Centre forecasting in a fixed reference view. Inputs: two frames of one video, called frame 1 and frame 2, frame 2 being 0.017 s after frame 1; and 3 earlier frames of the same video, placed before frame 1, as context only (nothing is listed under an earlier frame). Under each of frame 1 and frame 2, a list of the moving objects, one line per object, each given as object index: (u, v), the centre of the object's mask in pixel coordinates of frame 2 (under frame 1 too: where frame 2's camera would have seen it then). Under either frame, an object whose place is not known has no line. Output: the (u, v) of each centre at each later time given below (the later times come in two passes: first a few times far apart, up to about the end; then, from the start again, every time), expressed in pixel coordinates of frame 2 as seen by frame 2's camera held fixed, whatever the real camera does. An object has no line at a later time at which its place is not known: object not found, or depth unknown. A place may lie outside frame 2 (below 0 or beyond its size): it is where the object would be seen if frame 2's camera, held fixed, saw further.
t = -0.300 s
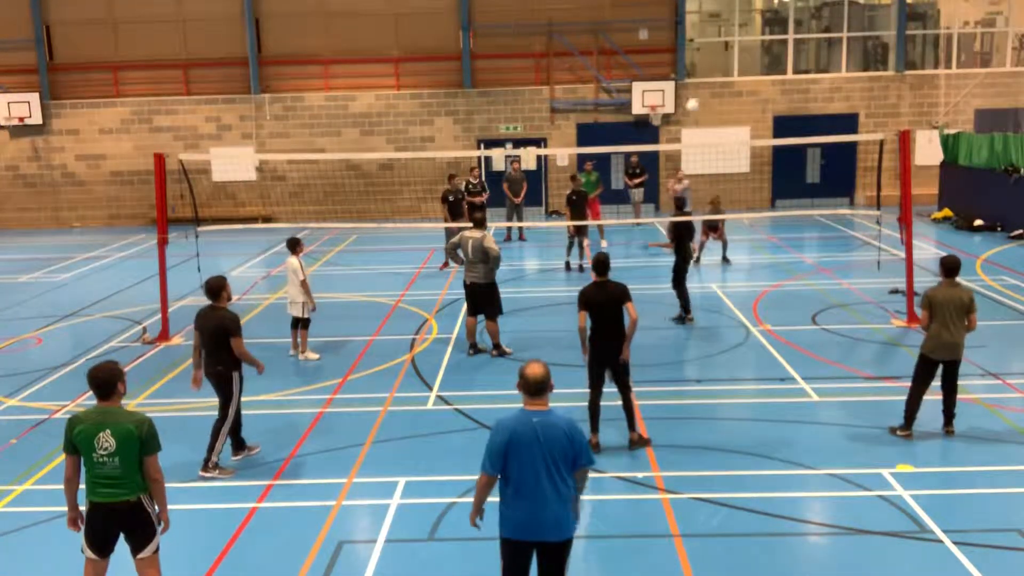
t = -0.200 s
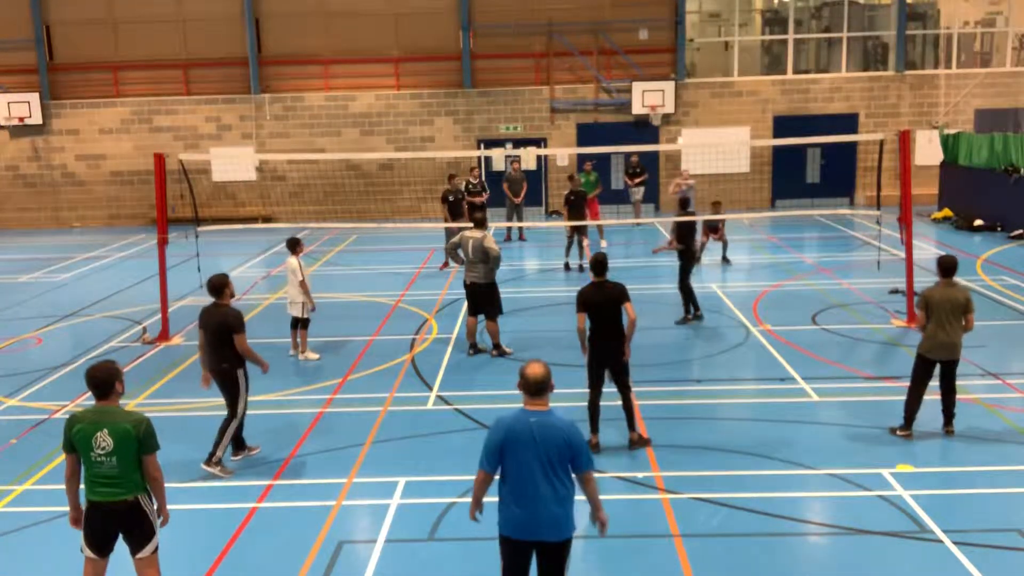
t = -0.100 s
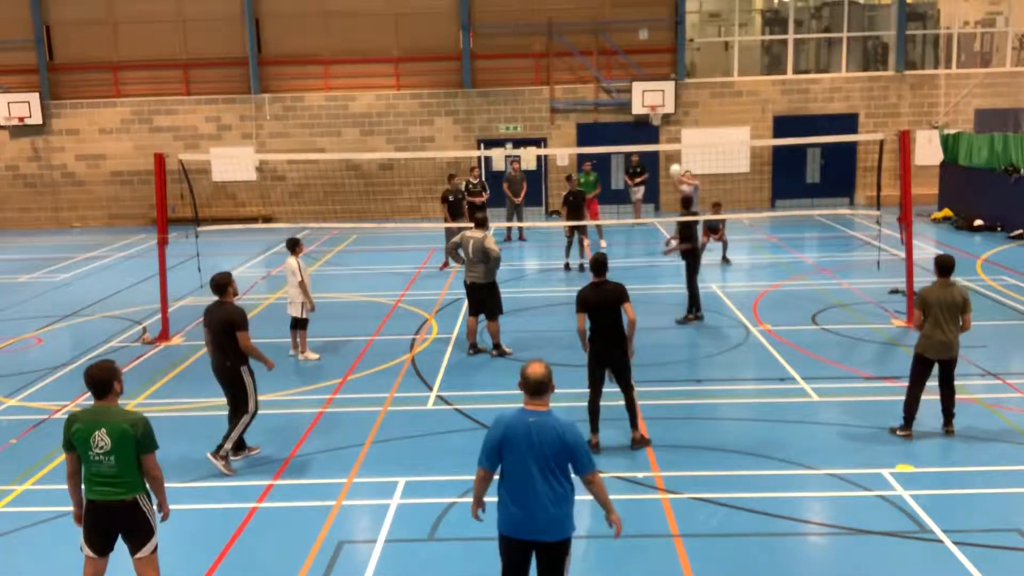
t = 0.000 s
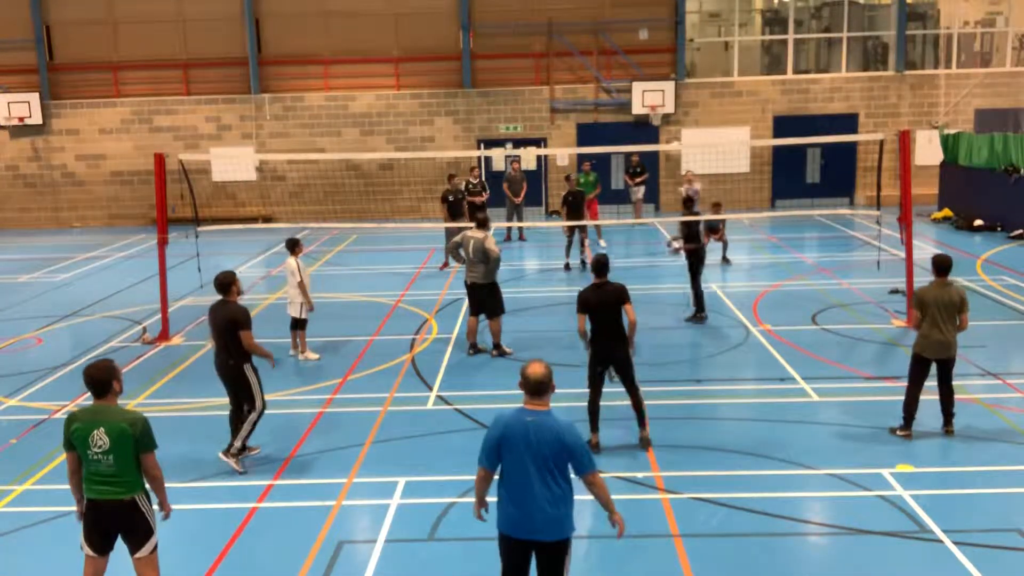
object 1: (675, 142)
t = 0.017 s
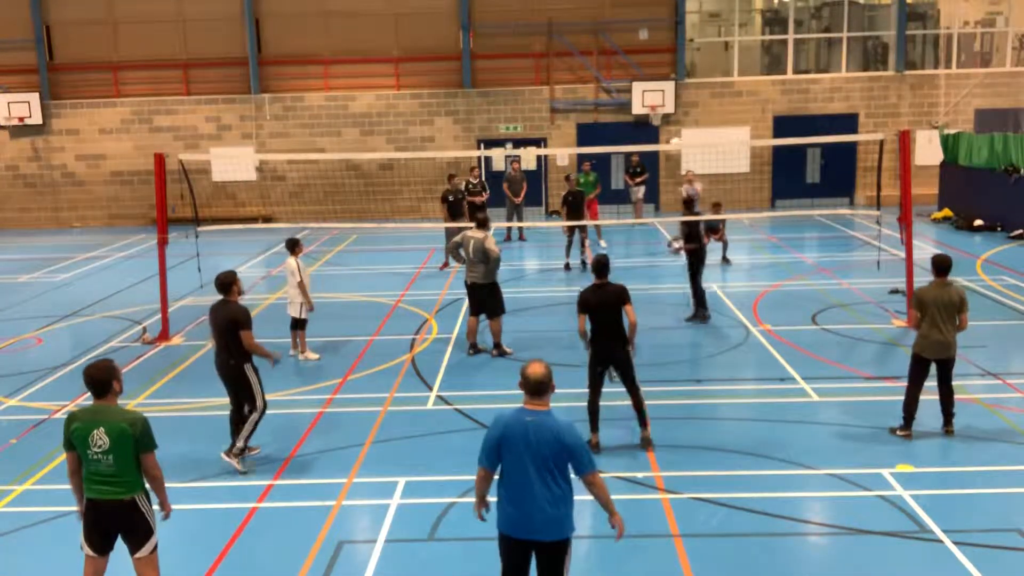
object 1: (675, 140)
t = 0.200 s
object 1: (681, 112)
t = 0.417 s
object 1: (688, 98)
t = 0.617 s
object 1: (701, 118)
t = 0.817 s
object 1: (727, 199)
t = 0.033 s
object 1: (675, 138)
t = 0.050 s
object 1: (675, 135)
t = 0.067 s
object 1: (676, 133)
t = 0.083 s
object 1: (676, 130)
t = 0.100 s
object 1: (677, 127)
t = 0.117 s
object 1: (677, 122)
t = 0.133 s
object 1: (678, 121)
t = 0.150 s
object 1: (679, 119)
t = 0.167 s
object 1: (680, 116)
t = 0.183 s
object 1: (680, 114)
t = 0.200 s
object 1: (681, 112)
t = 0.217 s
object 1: (681, 110)
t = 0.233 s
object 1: (681, 108)
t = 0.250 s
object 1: (682, 105)
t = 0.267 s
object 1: (682, 104)
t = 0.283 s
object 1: (684, 102)
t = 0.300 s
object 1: (684, 102)
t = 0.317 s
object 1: (685, 100)
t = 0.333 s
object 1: (686, 100)
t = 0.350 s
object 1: (686, 100)
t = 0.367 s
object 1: (687, 99)
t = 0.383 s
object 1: (688, 99)
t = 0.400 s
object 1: (688, 98)
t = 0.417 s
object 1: (688, 98)
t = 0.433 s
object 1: (689, 99)
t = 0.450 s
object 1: (690, 99)
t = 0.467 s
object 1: (690, 99)
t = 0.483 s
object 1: (691, 99)
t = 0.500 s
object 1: (692, 100)
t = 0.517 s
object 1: (692, 101)
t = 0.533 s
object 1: (694, 104)
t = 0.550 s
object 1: (695, 106)
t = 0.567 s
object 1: (697, 108)
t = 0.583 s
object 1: (698, 111)
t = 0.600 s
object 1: (700, 116)
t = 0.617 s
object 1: (701, 118)
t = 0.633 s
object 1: (703, 122)
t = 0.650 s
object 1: (704, 127)
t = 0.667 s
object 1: (706, 132)
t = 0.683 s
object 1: (708, 138)
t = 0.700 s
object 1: (710, 142)
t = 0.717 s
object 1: (711, 149)
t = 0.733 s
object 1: (713, 156)
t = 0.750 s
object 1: (716, 164)
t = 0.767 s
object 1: (719, 173)
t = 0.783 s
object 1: (722, 182)
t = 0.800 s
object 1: (724, 189)
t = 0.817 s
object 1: (727, 199)
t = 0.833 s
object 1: (730, 208)
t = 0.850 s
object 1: (734, 220)
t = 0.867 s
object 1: (738, 232)
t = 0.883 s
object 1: (742, 243)
